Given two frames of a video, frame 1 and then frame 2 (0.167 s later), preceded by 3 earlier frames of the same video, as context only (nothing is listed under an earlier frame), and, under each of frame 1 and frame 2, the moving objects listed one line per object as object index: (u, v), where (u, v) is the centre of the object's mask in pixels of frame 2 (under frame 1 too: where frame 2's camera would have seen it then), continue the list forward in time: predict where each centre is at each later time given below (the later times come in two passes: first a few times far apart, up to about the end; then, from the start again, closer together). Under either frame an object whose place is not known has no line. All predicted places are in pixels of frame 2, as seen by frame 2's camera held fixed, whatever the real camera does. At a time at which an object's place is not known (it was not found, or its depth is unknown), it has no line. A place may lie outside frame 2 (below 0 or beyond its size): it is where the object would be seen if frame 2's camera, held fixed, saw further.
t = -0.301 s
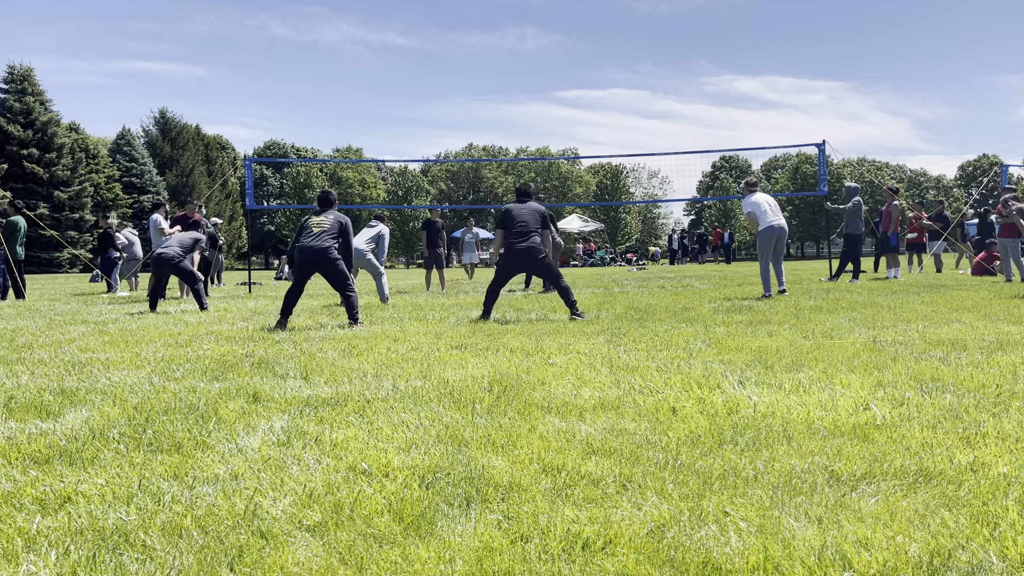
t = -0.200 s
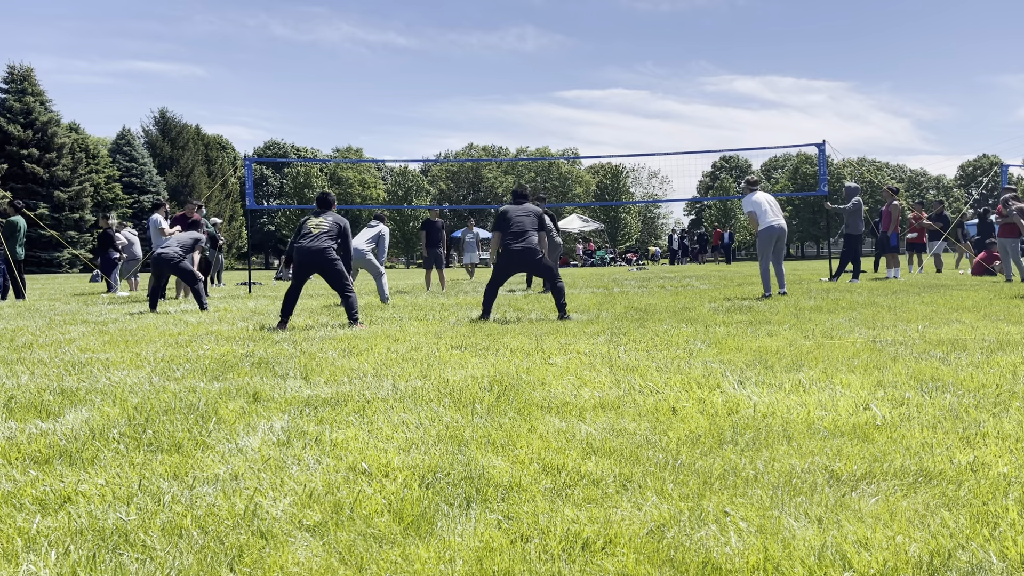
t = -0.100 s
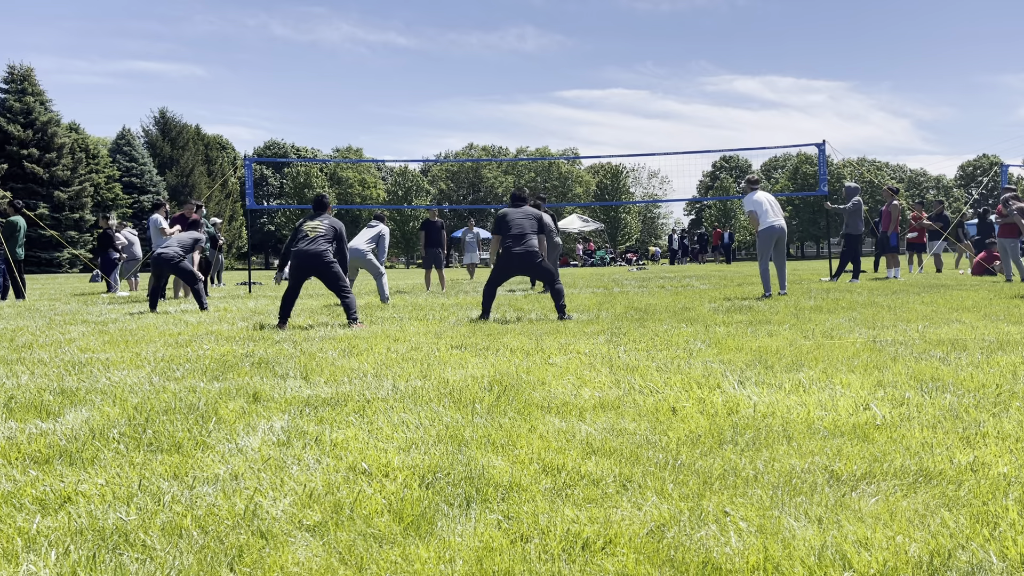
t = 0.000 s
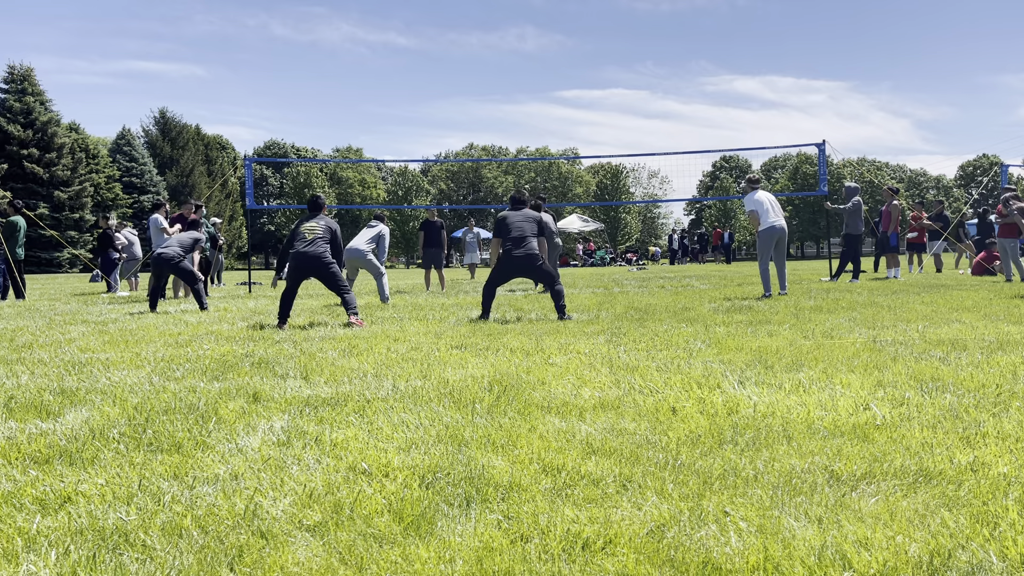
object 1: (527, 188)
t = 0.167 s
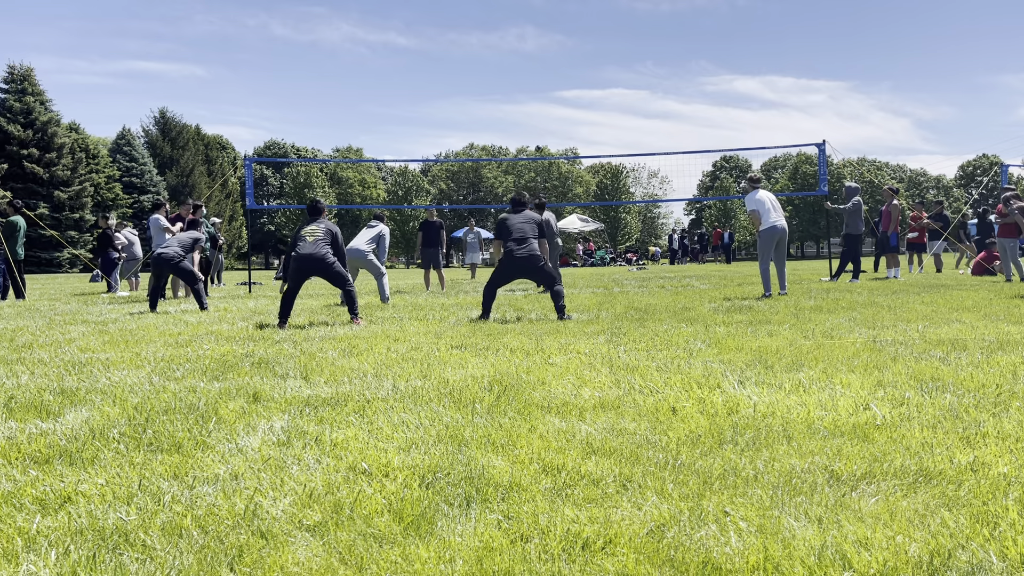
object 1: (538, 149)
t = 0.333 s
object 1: (555, 115)
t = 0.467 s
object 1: (570, 94)
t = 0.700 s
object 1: (604, 77)
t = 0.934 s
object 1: (654, 93)
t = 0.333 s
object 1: (555, 115)
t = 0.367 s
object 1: (558, 109)
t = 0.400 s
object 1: (562, 104)
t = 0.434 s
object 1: (566, 99)
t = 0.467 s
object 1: (570, 94)
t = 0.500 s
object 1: (574, 90)
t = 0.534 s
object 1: (578, 87)
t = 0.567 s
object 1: (583, 84)
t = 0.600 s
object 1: (587, 81)
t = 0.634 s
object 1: (593, 79)
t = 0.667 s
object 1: (598, 78)
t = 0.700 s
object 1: (604, 77)
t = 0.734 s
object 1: (610, 77)
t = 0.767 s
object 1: (616, 78)
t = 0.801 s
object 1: (623, 79)
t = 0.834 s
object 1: (630, 82)
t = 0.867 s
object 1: (637, 84)
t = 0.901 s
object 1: (645, 88)
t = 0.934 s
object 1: (654, 93)
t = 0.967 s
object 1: (663, 99)
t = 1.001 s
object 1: (672, 106)
